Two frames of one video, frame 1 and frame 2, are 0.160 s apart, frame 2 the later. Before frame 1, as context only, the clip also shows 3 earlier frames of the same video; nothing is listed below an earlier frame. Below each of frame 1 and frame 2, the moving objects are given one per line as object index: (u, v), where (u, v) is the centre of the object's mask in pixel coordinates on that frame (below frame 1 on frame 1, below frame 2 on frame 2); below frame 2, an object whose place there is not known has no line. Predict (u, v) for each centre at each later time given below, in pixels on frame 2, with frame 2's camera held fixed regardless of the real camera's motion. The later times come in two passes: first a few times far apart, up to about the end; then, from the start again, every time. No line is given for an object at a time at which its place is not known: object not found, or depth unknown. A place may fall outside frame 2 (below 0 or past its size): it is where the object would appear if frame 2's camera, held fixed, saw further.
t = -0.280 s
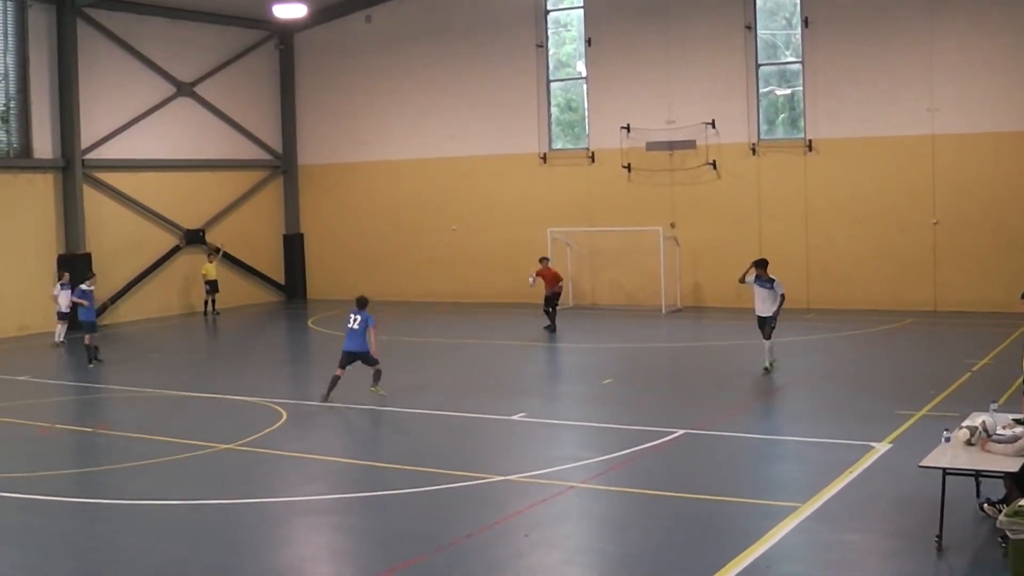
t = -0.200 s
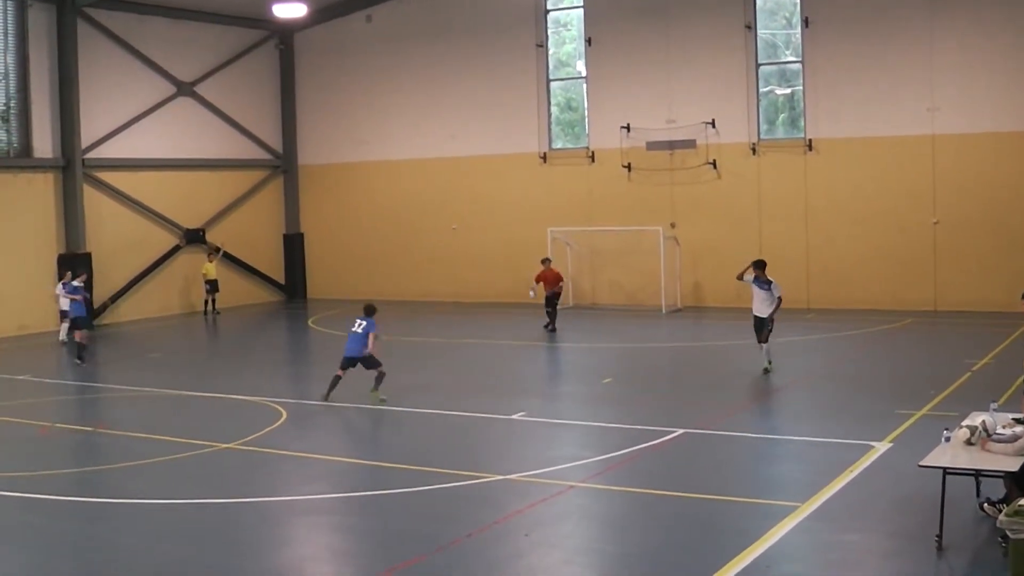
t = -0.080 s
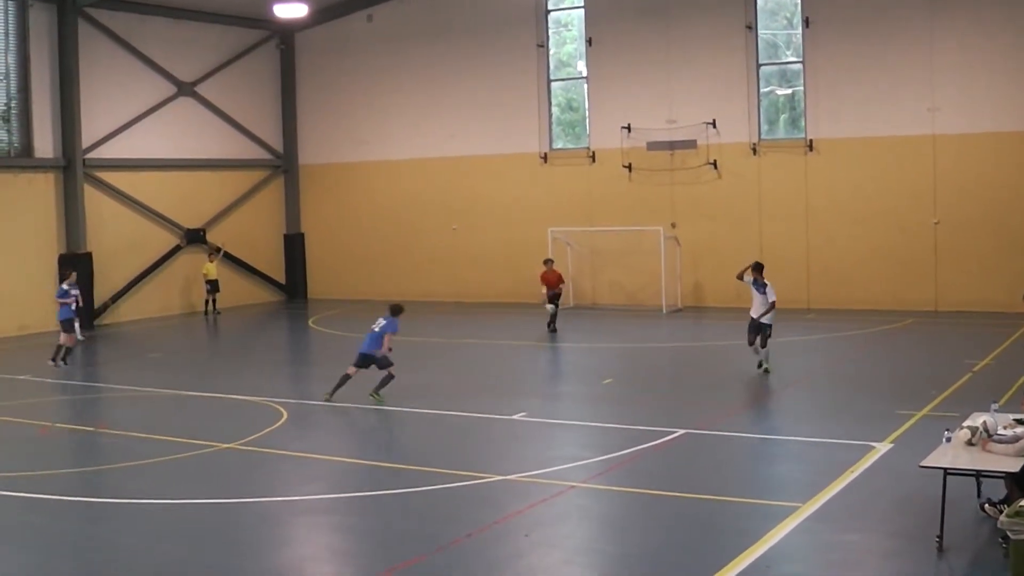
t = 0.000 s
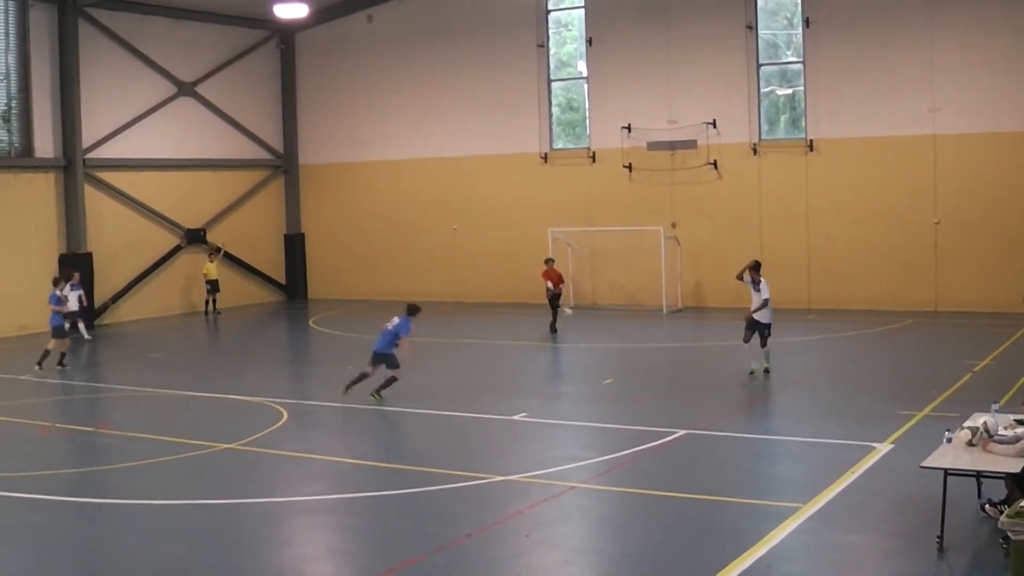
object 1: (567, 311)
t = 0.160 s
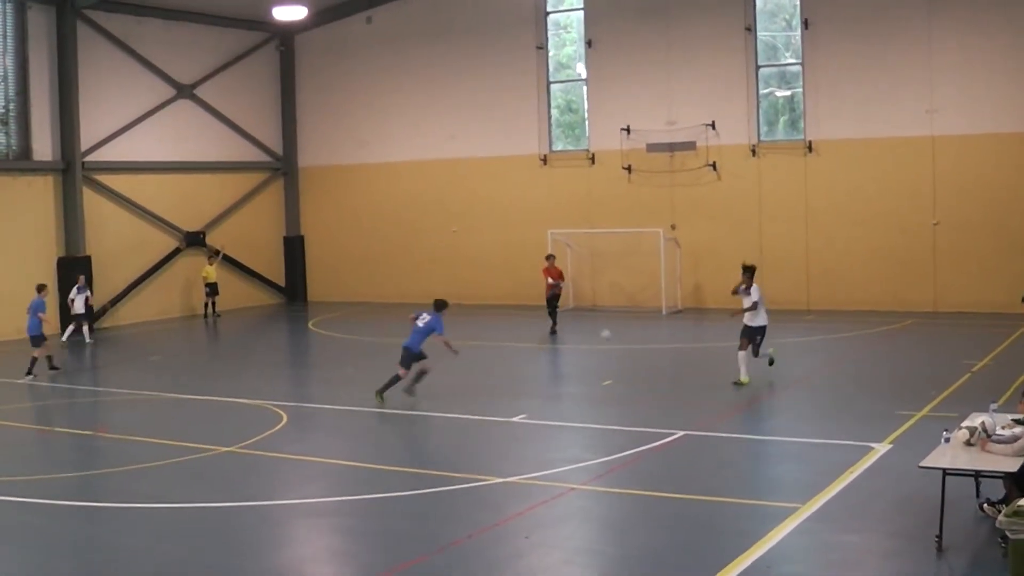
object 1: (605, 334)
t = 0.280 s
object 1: (633, 345)
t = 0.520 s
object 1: (686, 352)
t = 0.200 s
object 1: (616, 341)
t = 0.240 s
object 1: (625, 348)
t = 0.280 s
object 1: (633, 345)
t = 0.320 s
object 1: (642, 344)
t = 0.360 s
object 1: (650, 343)
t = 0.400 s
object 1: (660, 343)
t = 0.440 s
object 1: (667, 345)
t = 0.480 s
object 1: (677, 348)
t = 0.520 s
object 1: (686, 352)
